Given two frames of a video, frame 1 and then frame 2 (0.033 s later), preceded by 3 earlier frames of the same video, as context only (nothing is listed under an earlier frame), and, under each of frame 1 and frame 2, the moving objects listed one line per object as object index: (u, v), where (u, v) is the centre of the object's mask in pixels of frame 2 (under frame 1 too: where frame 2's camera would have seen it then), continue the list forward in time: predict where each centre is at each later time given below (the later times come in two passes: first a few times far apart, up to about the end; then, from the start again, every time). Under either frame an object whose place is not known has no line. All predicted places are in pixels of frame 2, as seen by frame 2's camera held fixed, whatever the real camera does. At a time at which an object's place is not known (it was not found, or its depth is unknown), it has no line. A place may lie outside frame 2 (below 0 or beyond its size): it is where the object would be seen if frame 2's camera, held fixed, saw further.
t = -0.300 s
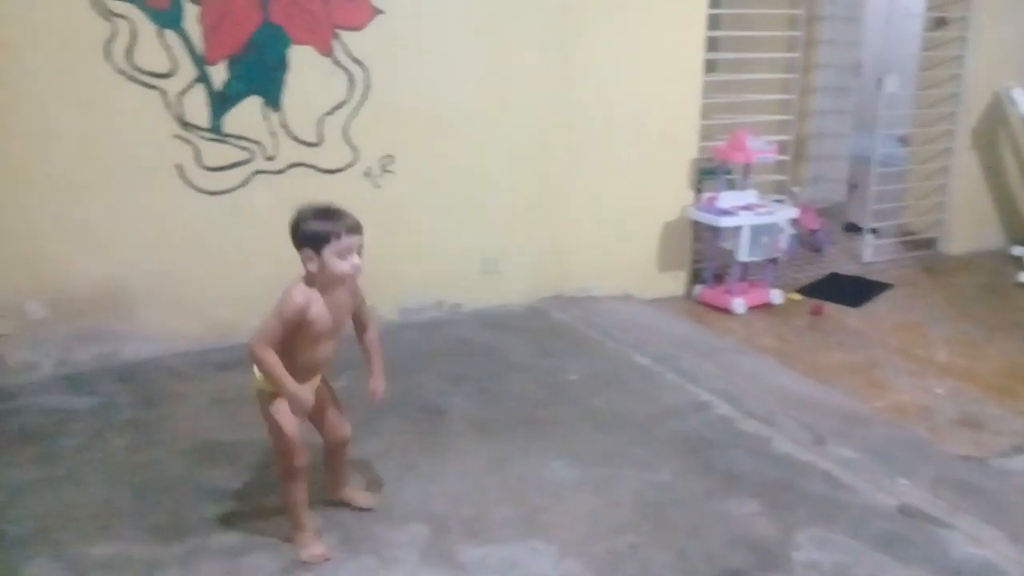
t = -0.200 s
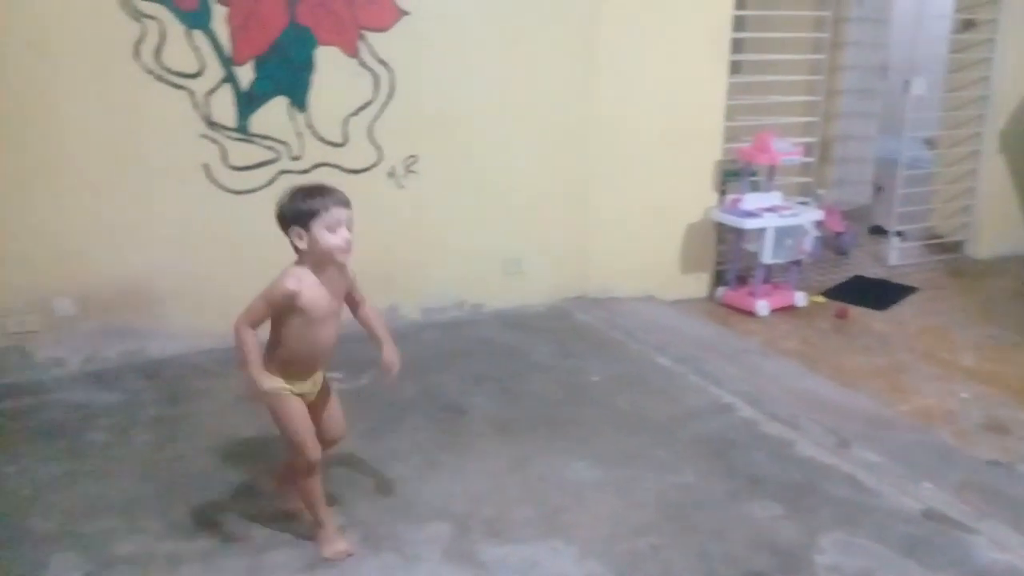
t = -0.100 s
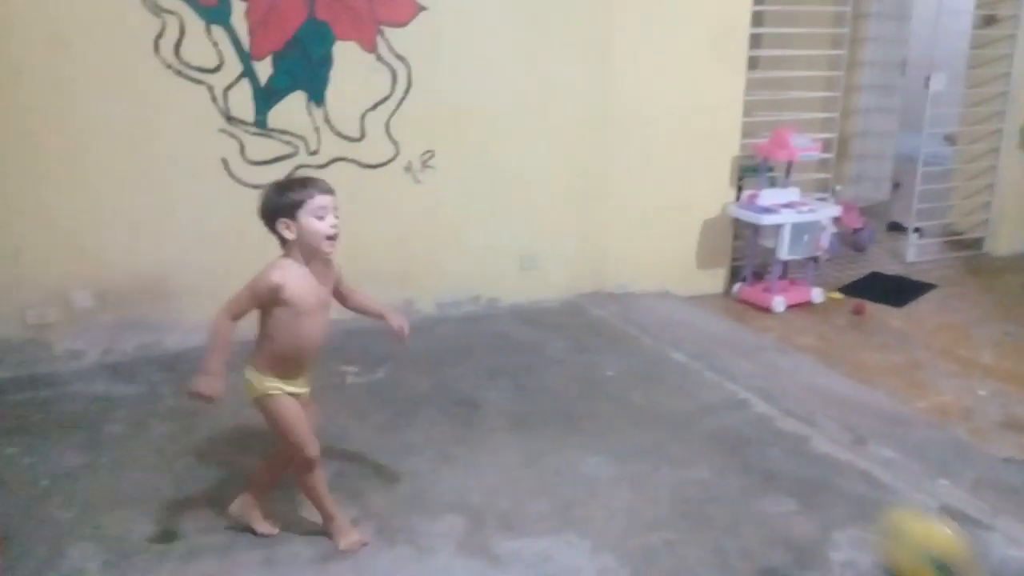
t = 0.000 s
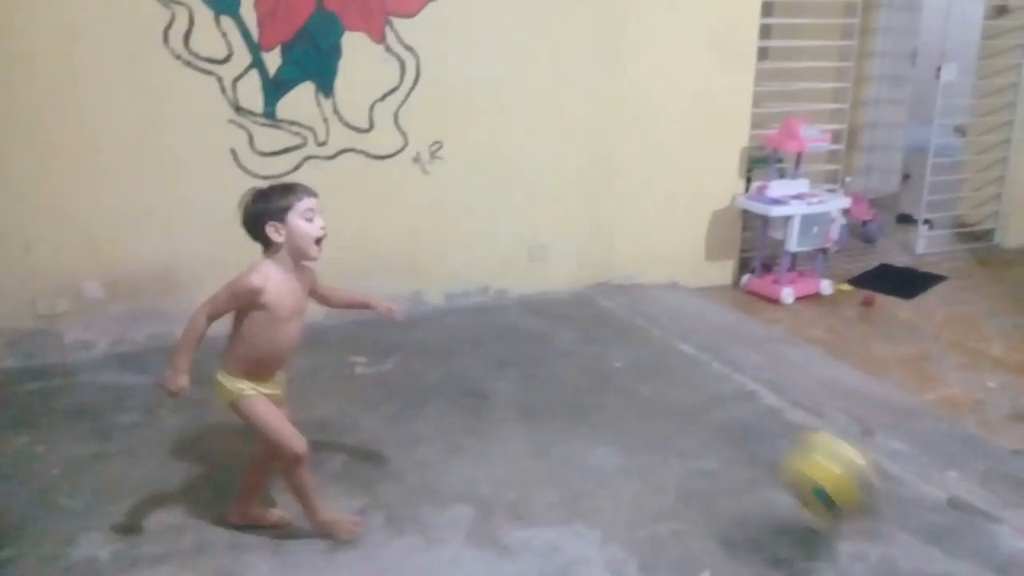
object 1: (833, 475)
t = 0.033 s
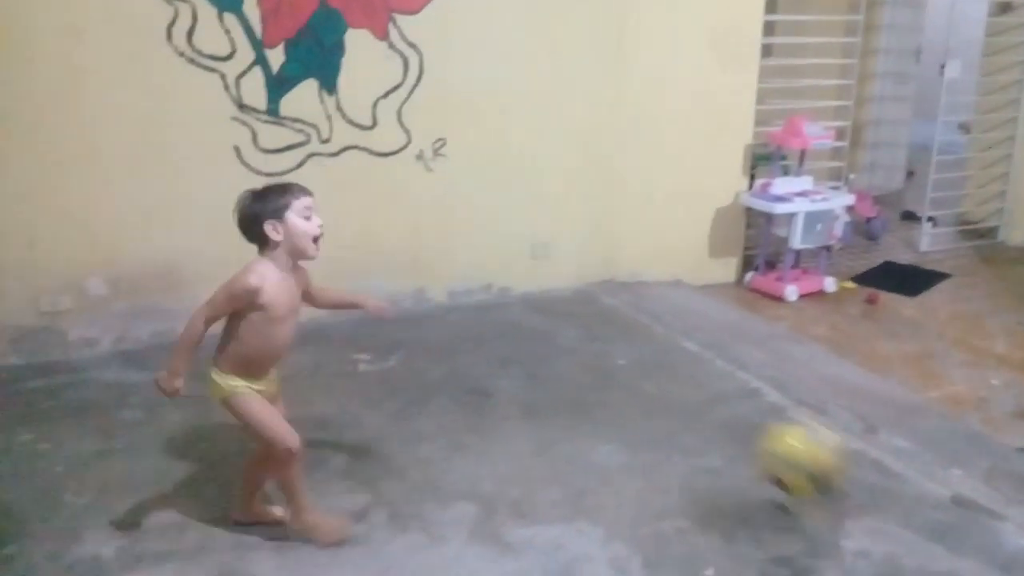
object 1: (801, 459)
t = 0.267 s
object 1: (632, 382)
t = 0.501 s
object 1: (520, 330)
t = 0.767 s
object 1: (426, 290)
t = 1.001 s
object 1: (441, 326)
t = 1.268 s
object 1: (435, 356)
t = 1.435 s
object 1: (432, 367)
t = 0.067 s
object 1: (771, 449)
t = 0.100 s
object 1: (743, 441)
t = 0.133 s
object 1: (714, 435)
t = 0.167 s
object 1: (693, 418)
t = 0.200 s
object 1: (672, 403)
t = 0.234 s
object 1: (651, 390)
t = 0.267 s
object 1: (632, 382)
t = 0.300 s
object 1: (615, 374)
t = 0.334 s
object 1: (597, 371)
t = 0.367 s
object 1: (578, 366)
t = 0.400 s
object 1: (564, 353)
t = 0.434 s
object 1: (549, 342)
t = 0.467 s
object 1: (534, 334)
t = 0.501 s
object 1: (520, 330)
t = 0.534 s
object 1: (508, 327)
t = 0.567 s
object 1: (495, 325)
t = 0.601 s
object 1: (483, 315)
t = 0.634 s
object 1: (469, 307)
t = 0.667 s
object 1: (456, 302)
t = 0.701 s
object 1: (444, 299)
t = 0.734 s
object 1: (431, 294)
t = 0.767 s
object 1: (426, 290)
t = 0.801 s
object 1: (430, 285)
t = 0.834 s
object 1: (431, 286)
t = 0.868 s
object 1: (432, 287)
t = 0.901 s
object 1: (434, 293)
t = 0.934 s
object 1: (437, 302)
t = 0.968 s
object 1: (439, 312)
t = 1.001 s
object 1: (441, 326)
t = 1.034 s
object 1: (441, 339)
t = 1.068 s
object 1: (441, 339)
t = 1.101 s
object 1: (441, 335)
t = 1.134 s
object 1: (440, 334)
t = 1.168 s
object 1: (439, 335)
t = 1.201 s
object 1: (438, 338)
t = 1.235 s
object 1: (437, 346)
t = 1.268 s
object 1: (435, 356)
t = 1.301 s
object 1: (434, 362)
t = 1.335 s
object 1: (435, 359)
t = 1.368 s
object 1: (434, 360)
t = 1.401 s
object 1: (434, 364)
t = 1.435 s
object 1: (432, 367)
